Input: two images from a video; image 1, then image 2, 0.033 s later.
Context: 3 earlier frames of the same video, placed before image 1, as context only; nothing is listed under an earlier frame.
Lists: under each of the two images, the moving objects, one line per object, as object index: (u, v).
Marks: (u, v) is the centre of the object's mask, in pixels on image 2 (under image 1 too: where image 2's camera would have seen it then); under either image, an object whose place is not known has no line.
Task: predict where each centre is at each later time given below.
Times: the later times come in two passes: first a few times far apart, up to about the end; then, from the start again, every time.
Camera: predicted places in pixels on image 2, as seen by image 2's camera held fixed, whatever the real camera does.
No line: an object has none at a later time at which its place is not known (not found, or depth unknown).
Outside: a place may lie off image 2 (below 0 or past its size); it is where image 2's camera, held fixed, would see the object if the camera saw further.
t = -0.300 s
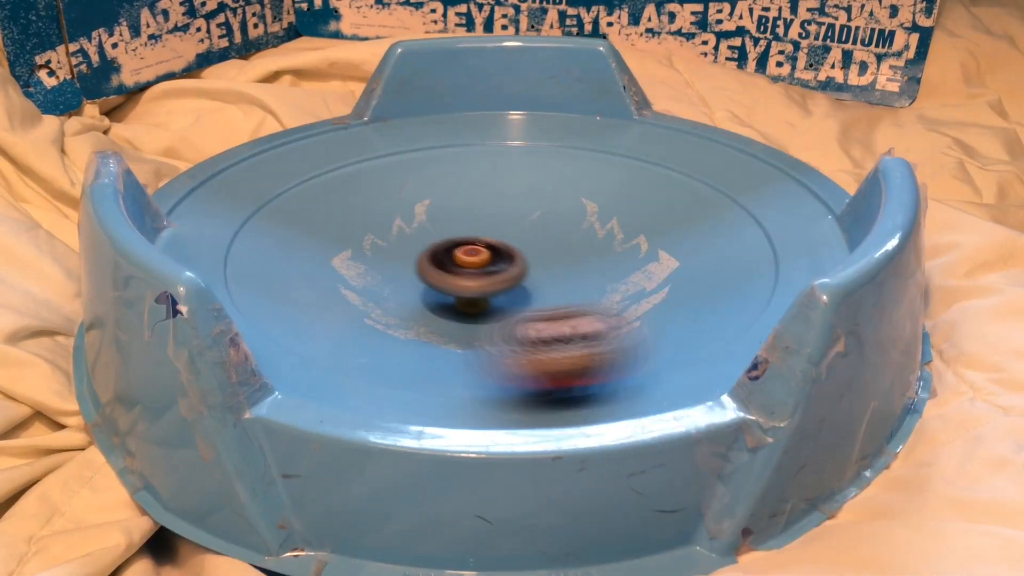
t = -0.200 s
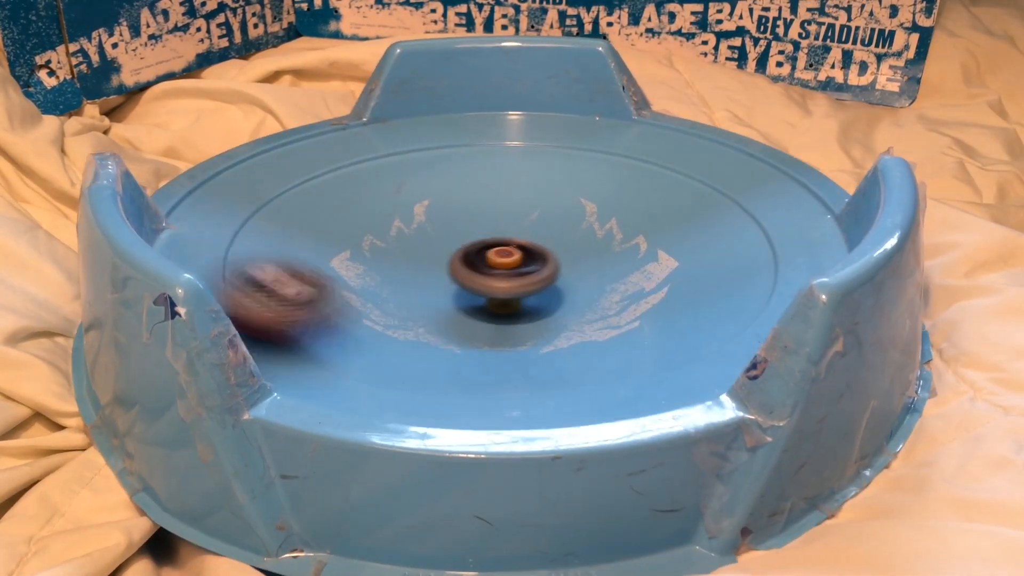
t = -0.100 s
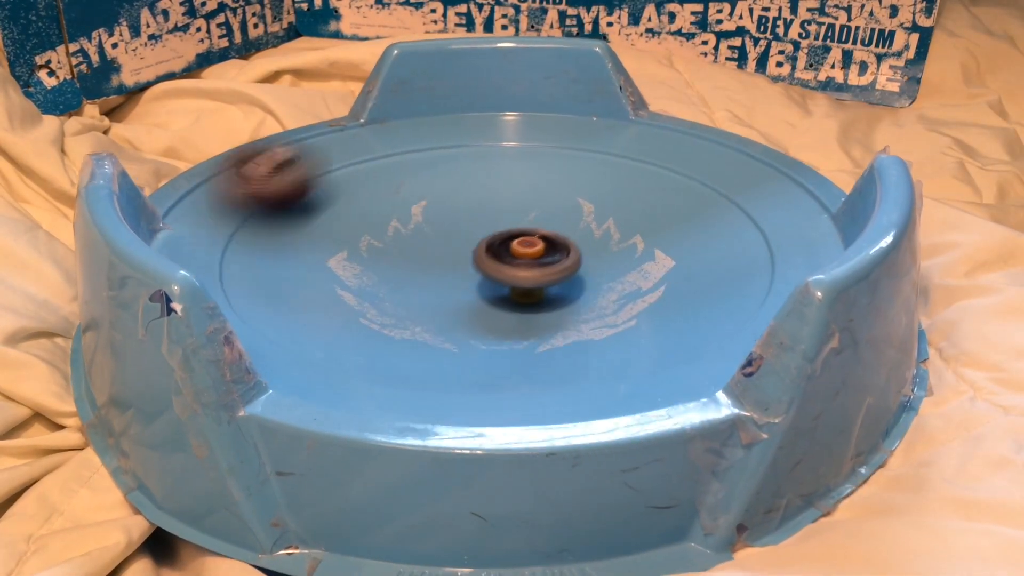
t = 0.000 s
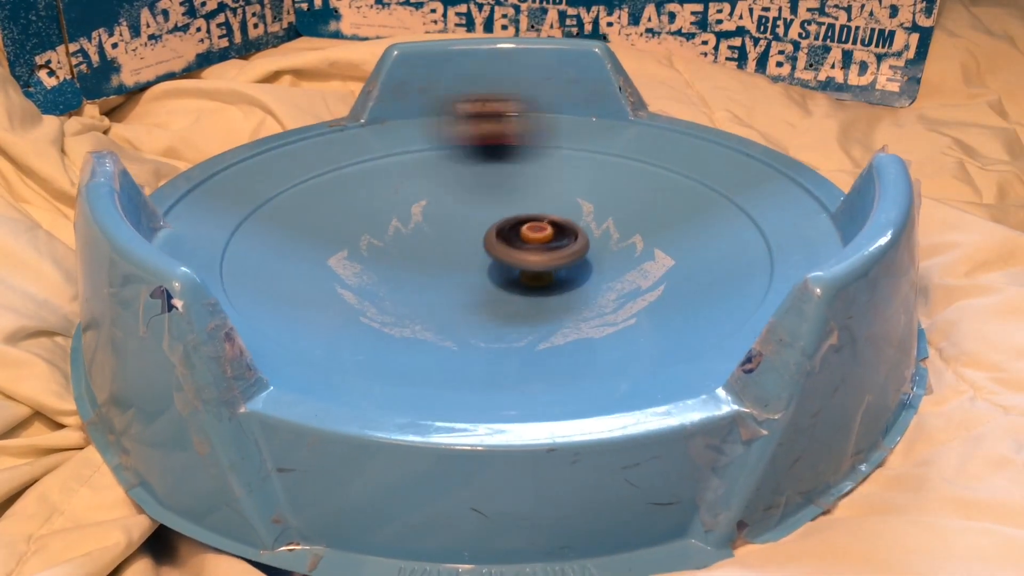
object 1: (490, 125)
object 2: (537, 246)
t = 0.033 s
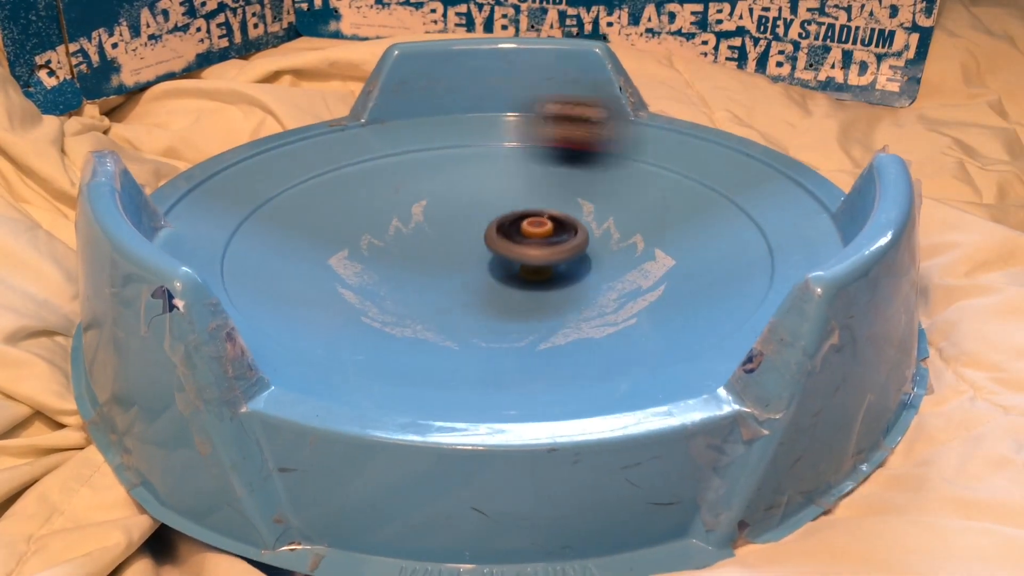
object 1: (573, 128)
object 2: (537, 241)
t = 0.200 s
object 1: (705, 308)
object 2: (508, 219)
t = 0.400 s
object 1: (668, 149)
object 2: (445, 252)
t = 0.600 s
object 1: (354, 146)
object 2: (520, 246)
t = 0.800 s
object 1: (277, 300)
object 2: (481, 221)
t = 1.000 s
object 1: (740, 281)
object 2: (473, 252)
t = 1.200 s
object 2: (536, 233)
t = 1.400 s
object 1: (238, 205)
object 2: (469, 227)
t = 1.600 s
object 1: (599, 346)
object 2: (508, 258)
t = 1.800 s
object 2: (523, 224)
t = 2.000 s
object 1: (259, 183)
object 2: (461, 254)
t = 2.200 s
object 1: (588, 348)
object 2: (548, 251)
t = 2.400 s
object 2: (485, 227)
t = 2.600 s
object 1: (231, 219)
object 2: (479, 269)
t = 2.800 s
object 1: (723, 296)
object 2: (536, 232)
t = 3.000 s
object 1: (466, 126)
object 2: (431, 250)
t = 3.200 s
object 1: (309, 318)
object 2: (533, 257)
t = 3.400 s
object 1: (715, 167)
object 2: (472, 224)
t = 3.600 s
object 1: (253, 185)
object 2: (464, 260)
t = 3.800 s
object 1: (719, 294)
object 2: (525, 237)
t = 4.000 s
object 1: (421, 125)
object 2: (453, 228)
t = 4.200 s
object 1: (458, 350)
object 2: (506, 258)
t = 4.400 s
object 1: (588, 126)
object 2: (510, 219)
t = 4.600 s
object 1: (273, 294)
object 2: (458, 255)
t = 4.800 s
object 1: (698, 161)
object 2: (551, 237)
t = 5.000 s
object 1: (225, 235)
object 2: (461, 231)
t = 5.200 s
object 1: (751, 198)
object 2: (540, 251)
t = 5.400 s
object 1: (241, 197)
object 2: (465, 222)
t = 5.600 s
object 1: (765, 219)
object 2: (510, 270)
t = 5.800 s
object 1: (255, 183)
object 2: (514, 222)
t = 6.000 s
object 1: (765, 224)
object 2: (457, 265)
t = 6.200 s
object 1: (250, 187)
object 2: (542, 242)
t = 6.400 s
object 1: (761, 210)
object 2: (454, 229)
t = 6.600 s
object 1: (232, 211)
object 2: (477, 265)
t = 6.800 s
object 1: (732, 177)
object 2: (527, 243)
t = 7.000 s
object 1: (235, 258)
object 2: (476, 225)
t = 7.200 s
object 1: (661, 140)
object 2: (465, 251)
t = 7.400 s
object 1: (329, 324)
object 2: (519, 245)
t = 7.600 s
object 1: (536, 123)
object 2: (493, 224)
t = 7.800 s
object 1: (579, 342)
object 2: (475, 249)
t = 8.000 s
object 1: (363, 135)
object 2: (529, 243)
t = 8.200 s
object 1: (761, 250)
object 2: (482, 232)
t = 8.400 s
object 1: (230, 214)
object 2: (499, 260)
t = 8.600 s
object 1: (683, 150)
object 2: (523, 234)
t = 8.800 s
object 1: (365, 334)
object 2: (462, 252)
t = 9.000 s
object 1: (457, 120)
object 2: (531, 250)
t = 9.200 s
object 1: (732, 285)
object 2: (463, 233)
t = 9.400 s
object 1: (236, 202)
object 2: (498, 260)
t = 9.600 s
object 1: (672, 147)
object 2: (500, 231)
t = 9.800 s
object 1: (440, 345)
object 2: (470, 249)
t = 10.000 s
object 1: (378, 130)
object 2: (504, 245)
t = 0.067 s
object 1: (650, 141)
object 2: (535, 236)
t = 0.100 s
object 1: (717, 169)
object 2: (531, 231)
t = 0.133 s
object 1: (758, 207)
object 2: (525, 227)
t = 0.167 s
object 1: (760, 257)
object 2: (518, 223)
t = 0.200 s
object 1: (705, 308)
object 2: (508, 219)
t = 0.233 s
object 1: (458, 352)
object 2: (485, 214)
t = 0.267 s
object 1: (262, 288)
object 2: (460, 217)
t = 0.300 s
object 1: (243, 200)
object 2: (441, 224)
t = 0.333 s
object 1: (355, 144)
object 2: (431, 235)
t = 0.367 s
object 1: (514, 125)
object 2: (434, 246)
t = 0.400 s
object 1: (668, 149)
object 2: (445, 252)
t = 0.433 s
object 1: (761, 218)
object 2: (459, 254)
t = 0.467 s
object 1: (692, 315)
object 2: (474, 257)
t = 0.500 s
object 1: (439, 351)
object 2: (489, 258)
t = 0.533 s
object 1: (259, 287)
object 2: (502, 255)
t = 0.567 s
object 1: (244, 200)
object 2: (513, 251)
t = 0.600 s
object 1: (354, 146)
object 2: (520, 246)
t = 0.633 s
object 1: (509, 126)
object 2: (523, 239)
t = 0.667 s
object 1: (659, 148)
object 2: (522, 234)
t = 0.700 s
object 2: (517, 227)
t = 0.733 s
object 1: (704, 309)
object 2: (508, 223)
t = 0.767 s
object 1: (474, 355)
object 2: (495, 219)
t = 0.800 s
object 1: (277, 300)
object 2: (481, 221)
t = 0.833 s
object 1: (234, 213)
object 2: (469, 223)
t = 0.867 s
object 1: (327, 154)
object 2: (460, 228)
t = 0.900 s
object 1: (475, 126)
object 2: (455, 234)
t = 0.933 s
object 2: (456, 239)
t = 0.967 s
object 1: (740, 190)
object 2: (462, 246)
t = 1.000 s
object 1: (740, 281)
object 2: (473, 252)
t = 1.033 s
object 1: (551, 353)
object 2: (487, 254)
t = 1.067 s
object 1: (316, 326)
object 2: (501, 254)
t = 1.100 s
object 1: (228, 242)
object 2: (516, 252)
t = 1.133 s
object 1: (283, 169)
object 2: (528, 246)
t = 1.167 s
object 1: (413, 131)
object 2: (535, 240)
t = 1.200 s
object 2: (536, 233)
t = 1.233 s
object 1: (701, 163)
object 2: (530, 226)
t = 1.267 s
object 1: (763, 236)
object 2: (519, 220)
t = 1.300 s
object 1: (663, 324)
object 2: (505, 217)
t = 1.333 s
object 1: (422, 350)
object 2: (493, 220)
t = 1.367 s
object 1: (260, 286)
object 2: (480, 221)
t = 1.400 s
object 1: (238, 205)
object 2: (469, 227)
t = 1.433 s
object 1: (336, 149)
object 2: (463, 234)
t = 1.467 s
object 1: (478, 126)
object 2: (462, 240)
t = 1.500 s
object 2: (468, 248)
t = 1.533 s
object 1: (736, 185)
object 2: (478, 254)
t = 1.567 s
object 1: (750, 270)
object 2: (493, 257)
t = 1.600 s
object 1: (599, 346)
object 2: (508, 258)
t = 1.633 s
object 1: (355, 337)
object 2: (523, 255)
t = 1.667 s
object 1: (236, 262)
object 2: (535, 251)
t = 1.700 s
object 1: (256, 185)
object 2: (542, 244)
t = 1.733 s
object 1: (368, 141)
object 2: (543, 237)
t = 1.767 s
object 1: (511, 126)
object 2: (536, 229)
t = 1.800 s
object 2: (523, 224)
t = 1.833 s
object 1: (750, 197)
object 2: (508, 223)
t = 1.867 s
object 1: (738, 283)
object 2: (489, 222)
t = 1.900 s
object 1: (561, 350)
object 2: (472, 227)
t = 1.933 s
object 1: (334, 332)
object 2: (460, 236)
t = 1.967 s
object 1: (231, 254)
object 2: (457, 245)
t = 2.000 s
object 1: (259, 183)
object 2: (461, 254)
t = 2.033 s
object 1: (370, 140)
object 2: (473, 261)
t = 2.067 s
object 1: (511, 126)
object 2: (490, 265)
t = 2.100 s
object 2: (510, 267)
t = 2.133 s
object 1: (746, 194)
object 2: (528, 264)
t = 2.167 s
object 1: (743, 277)
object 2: (541, 258)
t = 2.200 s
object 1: (588, 348)
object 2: (548, 251)
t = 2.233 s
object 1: (361, 338)
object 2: (549, 243)
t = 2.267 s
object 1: (242, 268)
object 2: (543, 236)
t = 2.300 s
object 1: (247, 193)
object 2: (533, 231)
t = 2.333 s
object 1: (347, 146)
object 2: (519, 228)
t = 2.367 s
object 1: (482, 126)
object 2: (503, 226)
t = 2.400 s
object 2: (485, 227)
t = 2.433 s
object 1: (726, 177)
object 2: (469, 231)
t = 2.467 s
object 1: (761, 251)
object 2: (457, 236)
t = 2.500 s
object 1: (651, 327)
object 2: (451, 245)
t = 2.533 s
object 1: (433, 351)
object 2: (453, 255)
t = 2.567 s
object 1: (269, 295)
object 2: (463, 263)
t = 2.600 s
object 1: (231, 219)
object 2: (479, 269)
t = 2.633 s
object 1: (301, 162)
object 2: (500, 270)
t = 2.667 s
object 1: (422, 130)
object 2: (522, 267)
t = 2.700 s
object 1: (558, 127)
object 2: (539, 260)
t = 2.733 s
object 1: (680, 154)
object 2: (546, 252)
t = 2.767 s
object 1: (758, 211)
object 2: (546, 242)
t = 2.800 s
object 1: (723, 296)
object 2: (536, 232)
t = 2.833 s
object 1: (551, 351)
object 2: (519, 226)
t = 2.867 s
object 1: (341, 333)
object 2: (496, 222)
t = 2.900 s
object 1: (238, 263)
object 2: (471, 222)
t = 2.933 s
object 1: (248, 193)
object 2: (449, 228)
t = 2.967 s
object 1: (341, 147)
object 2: (434, 239)
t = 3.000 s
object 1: (466, 126)
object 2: (431, 250)
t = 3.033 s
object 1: (602, 132)
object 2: (439, 262)
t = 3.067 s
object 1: (710, 168)
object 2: (457, 269)
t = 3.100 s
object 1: (763, 233)
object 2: (480, 273)
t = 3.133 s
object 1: (698, 308)
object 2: (504, 271)
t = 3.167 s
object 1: (505, 352)
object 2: (523, 265)
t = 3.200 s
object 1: (309, 318)
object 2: (533, 257)
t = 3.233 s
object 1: (230, 250)
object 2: (536, 248)
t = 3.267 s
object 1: (258, 182)
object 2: (532, 239)
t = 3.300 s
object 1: (356, 139)
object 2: (521, 232)
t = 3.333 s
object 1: (483, 125)
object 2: (507, 226)
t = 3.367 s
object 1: (611, 130)
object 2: (490, 223)
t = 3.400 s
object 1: (715, 167)
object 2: (472, 224)
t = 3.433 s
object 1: (764, 236)
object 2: (456, 226)
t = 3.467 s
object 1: (696, 308)
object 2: (445, 234)
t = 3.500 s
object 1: (509, 352)
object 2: (441, 240)
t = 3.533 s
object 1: (315, 319)
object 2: (443, 248)
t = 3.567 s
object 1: (231, 253)
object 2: (452, 256)
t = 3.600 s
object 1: (253, 185)
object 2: (464, 260)
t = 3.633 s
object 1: (345, 142)
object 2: (480, 262)
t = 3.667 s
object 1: (466, 122)
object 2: (495, 261)
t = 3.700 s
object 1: (594, 128)
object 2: (509, 257)
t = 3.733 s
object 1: (701, 162)
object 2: (520, 252)
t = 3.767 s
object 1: (762, 220)
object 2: (525, 245)
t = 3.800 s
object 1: (719, 294)
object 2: (525, 237)
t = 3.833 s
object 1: (557, 350)
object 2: (520, 232)
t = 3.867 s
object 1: (357, 331)
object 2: (510, 226)
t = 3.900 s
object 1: (246, 271)
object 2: (497, 223)
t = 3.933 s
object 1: (236, 204)
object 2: (481, 220)
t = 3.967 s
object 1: (308, 154)
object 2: (466, 224)
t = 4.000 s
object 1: (421, 125)
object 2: (453, 228)
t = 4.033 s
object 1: (546, 121)
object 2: (447, 235)
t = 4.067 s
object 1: (659, 142)
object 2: (448, 245)
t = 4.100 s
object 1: (744, 187)
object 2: (457, 251)
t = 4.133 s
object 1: (756, 261)
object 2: (471, 258)
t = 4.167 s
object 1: (656, 328)
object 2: (489, 259)
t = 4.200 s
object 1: (458, 350)
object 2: (506, 258)
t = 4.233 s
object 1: (291, 309)
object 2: (521, 253)
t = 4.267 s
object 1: (226, 242)
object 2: (531, 246)
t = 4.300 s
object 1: (259, 183)
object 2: (535, 238)
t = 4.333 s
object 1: (352, 140)
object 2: (532, 230)
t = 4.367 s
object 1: (466, 123)
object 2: (524, 223)
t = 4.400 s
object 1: (588, 126)
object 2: (510, 219)
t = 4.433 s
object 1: (692, 153)
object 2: (493, 216)
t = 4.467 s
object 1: (758, 209)
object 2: (476, 218)
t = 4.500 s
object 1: (737, 280)
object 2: (460, 223)
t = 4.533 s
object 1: (610, 336)
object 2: (450, 232)
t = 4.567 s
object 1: (408, 348)
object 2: (449, 243)
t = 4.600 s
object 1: (273, 294)
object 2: (458, 255)
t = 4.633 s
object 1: (226, 229)
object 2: (474, 261)
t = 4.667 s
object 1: (271, 174)
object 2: (496, 261)
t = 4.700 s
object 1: (363, 137)
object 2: (518, 261)
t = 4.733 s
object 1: (480, 125)
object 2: (536, 254)
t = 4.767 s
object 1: (600, 133)
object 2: (548, 246)
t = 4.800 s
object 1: (698, 161)
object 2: (551, 237)
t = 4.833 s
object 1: (760, 213)
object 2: (545, 228)
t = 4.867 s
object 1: (736, 284)
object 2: (531, 221)
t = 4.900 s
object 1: (610, 343)
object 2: (512, 219)
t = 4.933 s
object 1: (417, 348)
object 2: (491, 217)
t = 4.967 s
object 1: (279, 304)
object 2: (473, 223)
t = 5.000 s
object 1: (225, 235)
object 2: (461, 231)
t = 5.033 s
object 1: (262, 178)
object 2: (457, 241)
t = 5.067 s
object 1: (350, 140)
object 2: (463, 250)
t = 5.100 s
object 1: (464, 127)
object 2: (477, 256)
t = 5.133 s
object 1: (578, 129)
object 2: (495, 259)
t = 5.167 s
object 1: (681, 150)
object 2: (519, 257)
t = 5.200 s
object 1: (751, 198)
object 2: (540, 251)
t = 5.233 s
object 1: (753, 265)
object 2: (552, 241)
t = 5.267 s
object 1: (659, 324)
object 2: (551, 230)
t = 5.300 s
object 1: (478, 353)
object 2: (535, 220)
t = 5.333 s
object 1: (314, 318)
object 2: (511, 216)
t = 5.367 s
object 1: (234, 257)
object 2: (485, 216)
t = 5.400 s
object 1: (241, 197)
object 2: (465, 222)
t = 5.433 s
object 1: (311, 152)
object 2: (448, 232)
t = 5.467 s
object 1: (413, 126)
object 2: (441, 244)
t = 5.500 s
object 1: (526, 121)
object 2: (446, 256)
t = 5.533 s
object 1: (631, 134)
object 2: (461, 266)
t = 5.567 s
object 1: (717, 167)
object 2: (484, 271)
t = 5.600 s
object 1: (765, 219)
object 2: (510, 270)
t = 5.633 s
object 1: (728, 288)
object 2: (534, 265)
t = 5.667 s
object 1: (600, 337)
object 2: (551, 255)
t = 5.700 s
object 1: (413, 341)
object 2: (555, 244)
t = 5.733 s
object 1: (277, 299)
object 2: (549, 235)
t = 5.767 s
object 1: (226, 241)
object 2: (534, 224)
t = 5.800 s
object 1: (255, 183)
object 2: (514, 222)
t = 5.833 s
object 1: (334, 145)
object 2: (492, 219)
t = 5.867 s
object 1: (436, 124)
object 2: (469, 227)
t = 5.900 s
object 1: (545, 122)
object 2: (451, 231)
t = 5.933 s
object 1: (645, 139)
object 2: (441, 243)
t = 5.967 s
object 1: (724, 171)
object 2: (444, 256)
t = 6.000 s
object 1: (765, 224)
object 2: (457, 265)
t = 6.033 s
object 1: (724, 291)
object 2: (478, 271)
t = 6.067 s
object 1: (593, 338)
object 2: (502, 272)
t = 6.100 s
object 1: (416, 341)
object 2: (524, 267)
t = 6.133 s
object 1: (282, 303)
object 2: (537, 260)
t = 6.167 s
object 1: (227, 244)
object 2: (543, 251)
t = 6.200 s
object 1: (250, 187)
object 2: (542, 242)
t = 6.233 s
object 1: (321, 148)
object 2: (534, 234)
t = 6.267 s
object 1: (419, 126)
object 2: (522, 229)
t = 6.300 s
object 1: (526, 121)
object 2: (506, 223)
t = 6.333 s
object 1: (627, 133)
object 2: (488, 224)
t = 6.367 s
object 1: (710, 166)
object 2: (470, 225)
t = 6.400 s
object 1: (761, 210)
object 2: (454, 229)
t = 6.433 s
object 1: (745, 272)
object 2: (443, 235)
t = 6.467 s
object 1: (645, 327)
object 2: (440, 246)
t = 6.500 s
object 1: (475, 352)
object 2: (444, 254)
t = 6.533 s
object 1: (319, 320)
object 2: (452, 260)
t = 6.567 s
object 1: (241, 265)
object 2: (463, 263)
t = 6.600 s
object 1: (232, 211)
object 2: (477, 265)
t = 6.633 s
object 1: (283, 166)
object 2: (490, 265)
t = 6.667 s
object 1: (371, 134)
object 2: (503, 263)
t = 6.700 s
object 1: (471, 120)
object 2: (513, 259)
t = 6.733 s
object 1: (573, 122)
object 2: (522, 254)
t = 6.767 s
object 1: (662, 141)
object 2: (526, 248)
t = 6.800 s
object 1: (732, 177)
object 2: (527, 243)
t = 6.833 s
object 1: (764, 228)
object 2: (525, 237)
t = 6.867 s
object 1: (726, 289)
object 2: (519, 233)
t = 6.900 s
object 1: (605, 337)
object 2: (511, 228)
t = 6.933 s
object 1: (441, 345)
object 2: (500, 226)
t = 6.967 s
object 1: (300, 313)
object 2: (488, 225)
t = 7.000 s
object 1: (235, 258)
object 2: (476, 225)
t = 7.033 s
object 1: (235, 204)
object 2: (465, 228)
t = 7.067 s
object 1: (291, 162)
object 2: (457, 231)
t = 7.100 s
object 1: (378, 133)
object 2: (452, 236)
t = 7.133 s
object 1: (477, 120)
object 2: (452, 241)
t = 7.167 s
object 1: (575, 124)
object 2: (457, 247)
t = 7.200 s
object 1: (661, 140)
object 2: (465, 251)
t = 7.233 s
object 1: (729, 175)
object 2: (475, 255)
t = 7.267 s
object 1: (764, 221)
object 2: (486, 256)
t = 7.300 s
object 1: (736, 281)
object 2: (496, 255)
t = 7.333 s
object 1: (636, 332)
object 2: (506, 253)
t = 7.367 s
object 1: (477, 348)
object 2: (514, 250)
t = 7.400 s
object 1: (329, 324)
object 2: (519, 245)
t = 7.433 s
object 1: (250, 274)
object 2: (522, 241)
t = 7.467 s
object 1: (228, 219)
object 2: (521, 236)
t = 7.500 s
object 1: (268, 174)
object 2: (517, 231)
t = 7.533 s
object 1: (345, 141)
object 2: (511, 228)
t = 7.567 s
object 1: (438, 124)
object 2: (502, 226)
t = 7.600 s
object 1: (536, 123)
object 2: (493, 224)
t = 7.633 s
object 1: (624, 133)
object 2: (483, 227)
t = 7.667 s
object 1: (698, 164)
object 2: (474, 230)
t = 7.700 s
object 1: (751, 198)
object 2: (468, 233)
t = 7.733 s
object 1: (763, 249)
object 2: (467, 239)
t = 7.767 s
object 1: (704, 305)
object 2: (469, 244)
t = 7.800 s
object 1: (579, 342)
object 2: (475, 249)
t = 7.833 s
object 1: (419, 343)
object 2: (484, 252)
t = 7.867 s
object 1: (294, 310)
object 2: (494, 254)
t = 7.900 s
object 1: (233, 257)
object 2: (506, 254)
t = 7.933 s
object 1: (234, 206)
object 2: (516, 252)
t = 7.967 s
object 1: (284, 164)
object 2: (524, 247)
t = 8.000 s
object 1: (363, 135)
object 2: (529, 243)
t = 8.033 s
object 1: (455, 120)
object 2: (530, 238)
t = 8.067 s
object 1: (550, 122)
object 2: (525, 233)
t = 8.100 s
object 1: (633, 134)
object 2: (517, 230)
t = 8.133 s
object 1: (705, 159)
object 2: (507, 229)
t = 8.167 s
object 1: (753, 200)
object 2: (494, 229)
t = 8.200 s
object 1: (761, 250)
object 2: (482, 232)
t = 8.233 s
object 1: (702, 305)
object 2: (473, 237)
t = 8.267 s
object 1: (582, 341)
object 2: (468, 242)
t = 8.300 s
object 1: (430, 344)
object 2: (469, 249)
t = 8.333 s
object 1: (303, 314)
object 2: (475, 254)
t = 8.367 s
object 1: (240, 264)
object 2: (486, 258)
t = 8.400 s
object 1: (230, 214)
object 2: (499, 260)
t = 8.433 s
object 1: (272, 171)
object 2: (513, 259)
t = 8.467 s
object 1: (346, 140)
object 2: (524, 255)
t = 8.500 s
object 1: (433, 122)
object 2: (532, 250)
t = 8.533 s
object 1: (524, 120)
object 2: (534, 243)
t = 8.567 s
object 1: (611, 130)
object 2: (531, 238)
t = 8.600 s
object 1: (683, 150)
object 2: (523, 234)
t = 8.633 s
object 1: (738, 185)
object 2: (510, 230)
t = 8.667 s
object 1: (763, 230)
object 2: (496, 230)
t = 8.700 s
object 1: (737, 280)
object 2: (480, 231)
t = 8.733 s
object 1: (644, 329)
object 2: (467, 237)
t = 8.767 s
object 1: (510, 348)
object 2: (461, 245)
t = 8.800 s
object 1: (365, 334)
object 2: (462, 252)
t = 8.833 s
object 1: (271, 293)
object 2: (470, 259)
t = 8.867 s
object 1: (227, 245)
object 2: (483, 263)
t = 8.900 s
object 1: (240, 196)
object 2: (498, 264)
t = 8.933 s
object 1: (291, 158)
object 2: (513, 262)
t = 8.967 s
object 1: (372, 134)
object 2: (524, 257)
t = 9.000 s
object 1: (457, 120)
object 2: (531, 250)
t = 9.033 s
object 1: (545, 122)
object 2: (531, 243)
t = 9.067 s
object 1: (625, 134)
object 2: (524, 236)
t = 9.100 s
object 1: (693, 155)
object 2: (512, 231)
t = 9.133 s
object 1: (742, 190)
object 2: (496, 228)
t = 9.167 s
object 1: (762, 235)
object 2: (478, 229)
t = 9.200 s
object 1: (732, 285)
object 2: (463, 233)
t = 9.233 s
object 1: (644, 328)
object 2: (454, 239)
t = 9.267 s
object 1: (509, 347)
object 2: (454, 247)
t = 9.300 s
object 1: (368, 334)
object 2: (461, 256)
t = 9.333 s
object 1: (274, 295)
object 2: (473, 260)
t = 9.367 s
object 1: (228, 248)
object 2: (486, 261)
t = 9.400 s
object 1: (236, 202)
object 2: (498, 260)
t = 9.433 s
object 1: (283, 168)
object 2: (509, 256)
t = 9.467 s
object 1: (355, 136)
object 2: (516, 251)
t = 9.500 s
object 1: (437, 122)
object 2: (518, 245)
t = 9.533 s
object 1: (523, 120)
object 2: (516, 239)
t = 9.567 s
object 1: (604, 128)
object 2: (510, 235)
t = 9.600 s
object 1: (672, 147)
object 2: (500, 231)
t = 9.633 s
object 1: (726, 178)
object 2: (488, 230)
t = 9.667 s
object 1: (757, 218)
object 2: (475, 232)
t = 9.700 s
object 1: (748, 266)
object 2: (467, 236)
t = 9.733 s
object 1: (688, 312)
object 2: (463, 241)
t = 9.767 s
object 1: (575, 341)
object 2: (465, 244)
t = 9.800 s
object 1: (440, 345)
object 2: (470, 249)
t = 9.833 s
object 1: (321, 320)
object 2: (477, 252)
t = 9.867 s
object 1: (253, 278)
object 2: (484, 253)
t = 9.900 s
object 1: (225, 231)
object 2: (491, 252)
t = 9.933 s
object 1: (248, 187)
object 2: (497, 250)
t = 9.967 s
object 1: (304, 155)
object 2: (501, 248)
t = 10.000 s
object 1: (378, 130)
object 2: (504, 245)
